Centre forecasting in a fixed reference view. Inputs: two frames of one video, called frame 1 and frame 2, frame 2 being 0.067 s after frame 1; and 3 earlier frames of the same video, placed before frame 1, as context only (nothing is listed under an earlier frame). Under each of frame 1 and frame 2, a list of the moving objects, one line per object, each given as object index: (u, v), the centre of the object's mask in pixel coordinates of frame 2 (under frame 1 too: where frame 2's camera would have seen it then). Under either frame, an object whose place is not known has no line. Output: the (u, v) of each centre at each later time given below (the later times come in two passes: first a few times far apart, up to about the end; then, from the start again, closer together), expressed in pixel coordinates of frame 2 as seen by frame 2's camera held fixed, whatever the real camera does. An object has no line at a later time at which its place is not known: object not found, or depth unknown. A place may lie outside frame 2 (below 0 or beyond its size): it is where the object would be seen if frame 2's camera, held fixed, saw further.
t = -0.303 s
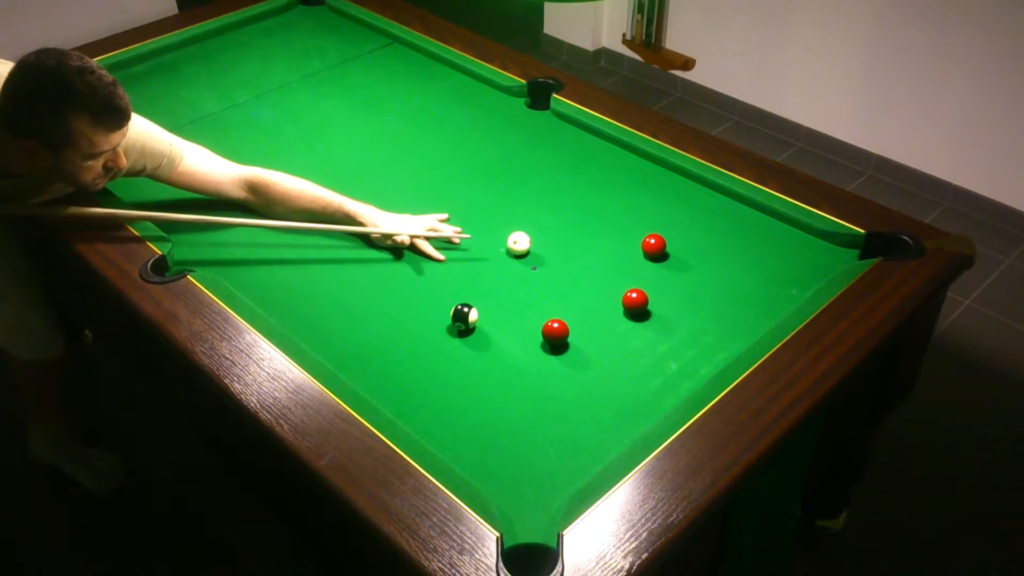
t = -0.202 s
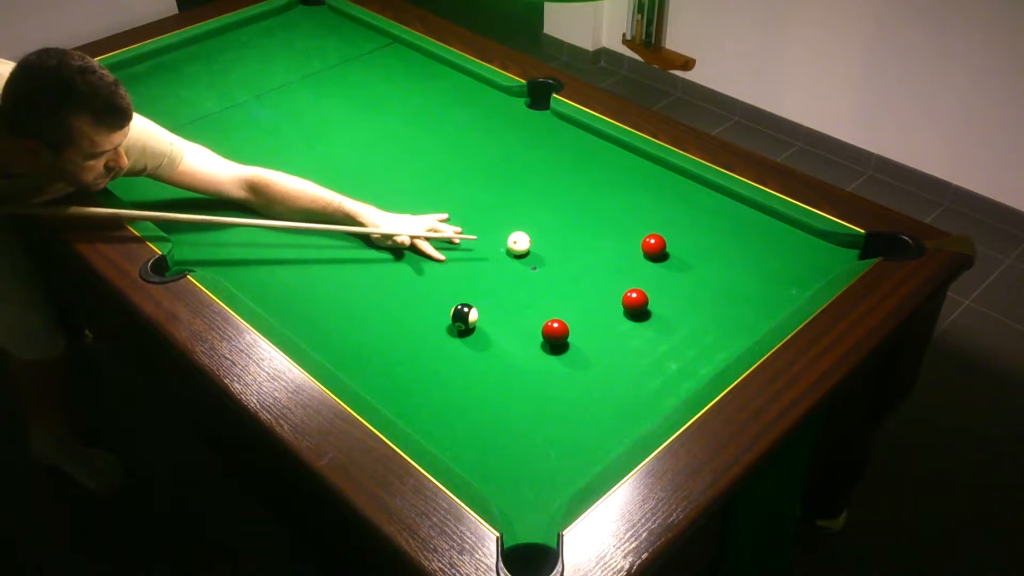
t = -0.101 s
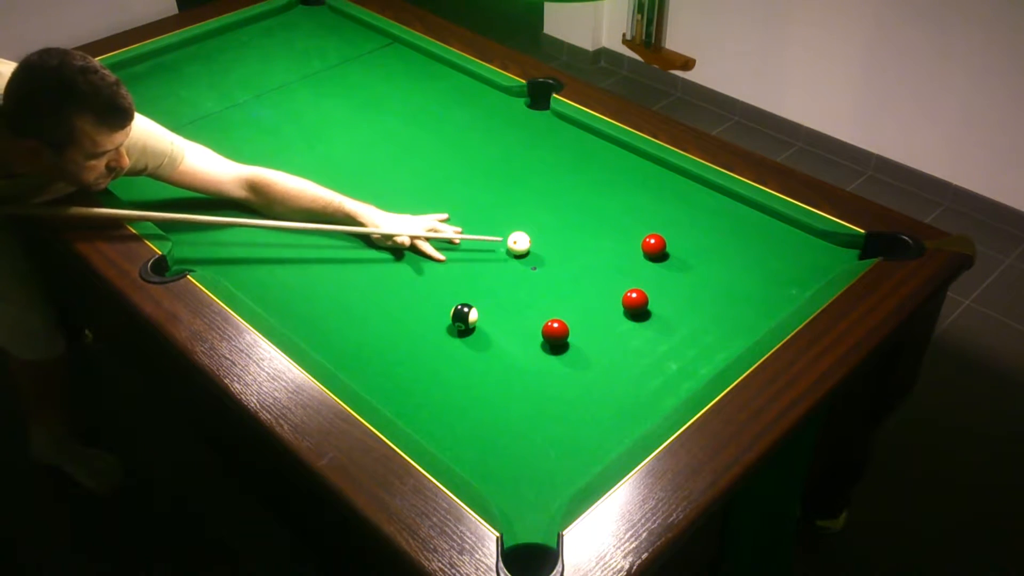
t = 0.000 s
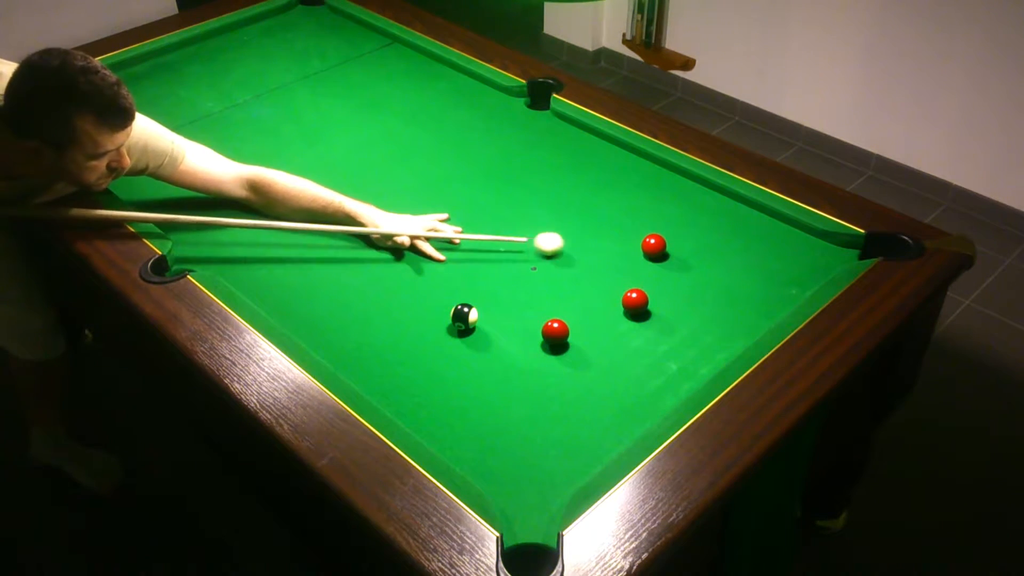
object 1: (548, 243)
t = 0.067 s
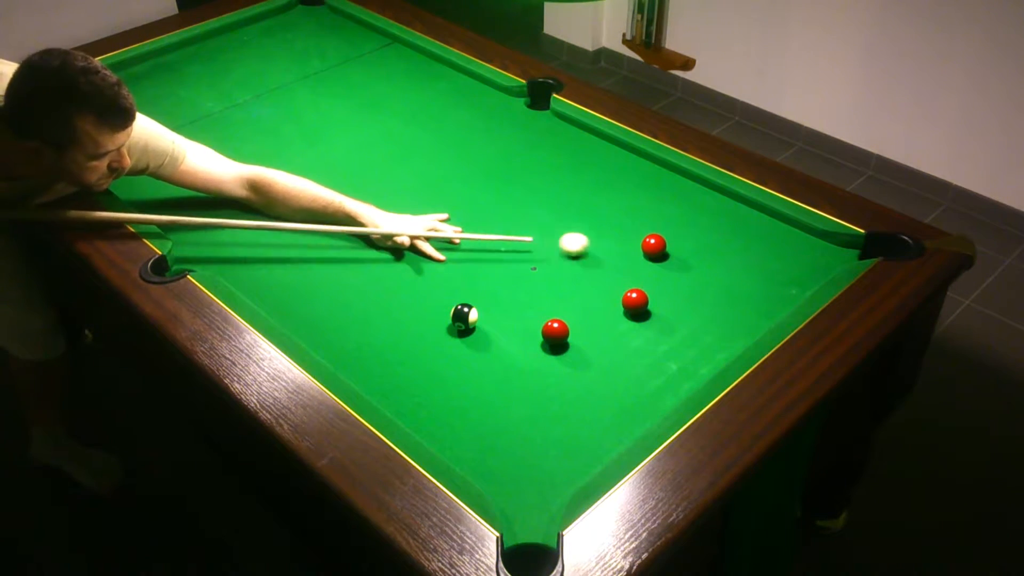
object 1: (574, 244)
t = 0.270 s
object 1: (629, 246)
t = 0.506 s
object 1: (639, 246)
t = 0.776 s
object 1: (648, 246)
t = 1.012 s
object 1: (654, 246)
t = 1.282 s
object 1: (656, 246)
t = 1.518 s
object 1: (657, 247)
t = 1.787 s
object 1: (656, 247)
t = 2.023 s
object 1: (656, 247)
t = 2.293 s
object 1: (656, 247)
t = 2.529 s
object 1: (656, 247)
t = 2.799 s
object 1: (656, 247)
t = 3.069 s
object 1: (656, 247)
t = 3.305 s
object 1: (656, 247)
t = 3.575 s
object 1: (656, 247)
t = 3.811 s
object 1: (656, 247)
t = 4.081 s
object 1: (656, 247)
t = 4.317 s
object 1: (656, 247)
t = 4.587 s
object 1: (656, 247)
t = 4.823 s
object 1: (656, 247)
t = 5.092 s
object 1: (656, 247)
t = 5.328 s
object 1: (656, 247)
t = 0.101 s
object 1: (586, 244)
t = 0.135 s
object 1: (599, 245)
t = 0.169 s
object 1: (611, 245)
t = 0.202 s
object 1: (623, 245)
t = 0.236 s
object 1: (629, 246)
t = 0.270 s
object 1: (629, 246)
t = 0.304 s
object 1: (630, 246)
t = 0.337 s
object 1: (631, 246)
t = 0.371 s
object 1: (633, 246)
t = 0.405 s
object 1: (635, 246)
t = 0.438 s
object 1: (636, 246)
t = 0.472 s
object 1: (637, 246)
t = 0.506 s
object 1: (639, 246)
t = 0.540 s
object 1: (640, 246)
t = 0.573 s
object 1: (642, 246)
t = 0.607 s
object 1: (643, 246)
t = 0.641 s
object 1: (644, 246)
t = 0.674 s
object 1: (645, 246)
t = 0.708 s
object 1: (646, 246)
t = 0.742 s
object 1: (647, 246)
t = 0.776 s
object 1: (648, 246)
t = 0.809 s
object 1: (649, 246)
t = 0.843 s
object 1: (650, 246)
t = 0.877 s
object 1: (651, 246)
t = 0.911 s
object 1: (651, 246)
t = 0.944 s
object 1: (652, 246)
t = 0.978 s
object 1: (653, 246)
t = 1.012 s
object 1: (654, 246)
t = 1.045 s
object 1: (654, 246)
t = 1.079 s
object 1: (655, 246)
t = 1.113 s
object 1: (655, 246)
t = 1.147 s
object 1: (655, 246)
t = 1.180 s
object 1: (656, 246)
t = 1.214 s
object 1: (656, 246)
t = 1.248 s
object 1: (656, 246)
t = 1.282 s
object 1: (656, 246)
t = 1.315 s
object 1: (656, 246)
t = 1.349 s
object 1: (656, 247)
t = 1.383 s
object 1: (656, 247)
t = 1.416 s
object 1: (656, 247)
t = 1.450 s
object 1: (656, 247)
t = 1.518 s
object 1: (657, 247)
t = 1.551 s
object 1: (656, 247)
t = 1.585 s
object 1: (656, 247)
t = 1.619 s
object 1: (656, 247)
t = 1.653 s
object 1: (656, 247)
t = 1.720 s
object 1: (656, 247)
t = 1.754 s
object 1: (656, 247)
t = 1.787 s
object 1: (656, 247)
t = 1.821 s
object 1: (656, 247)
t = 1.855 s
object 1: (656, 247)
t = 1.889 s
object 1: (656, 247)
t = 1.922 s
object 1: (656, 247)
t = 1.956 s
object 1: (656, 247)
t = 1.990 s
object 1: (656, 247)
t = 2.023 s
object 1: (656, 247)
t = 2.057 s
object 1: (656, 247)
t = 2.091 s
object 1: (656, 247)
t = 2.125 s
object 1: (656, 247)
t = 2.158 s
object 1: (656, 247)
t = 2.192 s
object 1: (656, 247)
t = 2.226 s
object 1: (656, 247)
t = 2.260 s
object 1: (656, 247)
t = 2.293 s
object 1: (656, 247)
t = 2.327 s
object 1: (656, 247)
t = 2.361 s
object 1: (656, 247)
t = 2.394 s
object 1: (656, 247)
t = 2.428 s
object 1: (656, 247)
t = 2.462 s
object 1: (656, 247)
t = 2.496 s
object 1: (656, 247)
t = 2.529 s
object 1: (656, 247)
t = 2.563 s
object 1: (656, 247)
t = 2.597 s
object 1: (656, 247)
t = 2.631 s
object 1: (656, 247)
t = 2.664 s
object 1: (656, 247)
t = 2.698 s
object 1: (656, 247)
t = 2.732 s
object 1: (656, 247)
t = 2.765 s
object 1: (656, 247)
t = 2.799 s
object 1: (656, 247)
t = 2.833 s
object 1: (656, 247)
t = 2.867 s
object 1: (656, 247)
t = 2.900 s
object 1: (656, 247)
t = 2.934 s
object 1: (656, 247)
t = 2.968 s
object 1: (656, 247)
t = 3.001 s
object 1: (656, 247)
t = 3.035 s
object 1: (656, 247)
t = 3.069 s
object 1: (656, 247)
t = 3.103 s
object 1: (656, 247)
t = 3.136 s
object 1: (656, 247)
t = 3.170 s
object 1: (656, 247)
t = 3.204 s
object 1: (656, 247)
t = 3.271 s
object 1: (656, 247)
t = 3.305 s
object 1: (656, 247)
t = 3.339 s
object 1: (656, 247)
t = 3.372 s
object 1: (656, 247)
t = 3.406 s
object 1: (656, 247)
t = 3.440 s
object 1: (656, 247)
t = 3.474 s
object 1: (656, 247)
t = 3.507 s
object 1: (656, 247)
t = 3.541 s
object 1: (656, 247)
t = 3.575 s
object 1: (656, 247)
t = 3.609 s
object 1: (656, 247)
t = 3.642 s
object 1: (656, 247)
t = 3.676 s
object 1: (657, 247)
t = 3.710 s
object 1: (657, 247)
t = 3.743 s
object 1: (656, 247)
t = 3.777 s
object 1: (656, 247)
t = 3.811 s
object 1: (656, 247)
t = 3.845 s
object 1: (656, 247)
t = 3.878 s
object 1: (656, 247)
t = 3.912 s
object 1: (656, 247)
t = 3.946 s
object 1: (656, 247)
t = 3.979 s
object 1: (656, 247)
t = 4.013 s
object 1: (656, 247)
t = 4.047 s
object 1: (656, 247)
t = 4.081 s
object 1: (656, 247)
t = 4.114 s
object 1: (656, 247)
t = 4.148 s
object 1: (656, 247)
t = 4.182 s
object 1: (656, 247)
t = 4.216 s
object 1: (656, 247)
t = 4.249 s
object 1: (656, 247)
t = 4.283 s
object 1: (656, 247)
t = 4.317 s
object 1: (656, 247)
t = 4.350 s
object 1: (656, 247)
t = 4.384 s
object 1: (656, 247)
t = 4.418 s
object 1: (656, 247)
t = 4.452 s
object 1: (656, 247)
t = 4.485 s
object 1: (656, 247)
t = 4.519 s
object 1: (656, 247)
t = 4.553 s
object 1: (656, 247)
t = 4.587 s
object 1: (656, 247)
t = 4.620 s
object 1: (656, 247)
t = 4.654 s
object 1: (656, 247)
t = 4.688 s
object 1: (657, 246)
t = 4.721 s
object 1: (656, 247)
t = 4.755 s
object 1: (656, 247)
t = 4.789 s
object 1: (657, 246)
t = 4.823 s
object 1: (656, 247)
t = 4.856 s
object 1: (656, 247)
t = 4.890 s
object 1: (656, 247)
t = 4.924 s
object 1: (656, 247)
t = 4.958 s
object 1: (656, 247)
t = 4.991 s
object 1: (656, 247)
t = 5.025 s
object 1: (656, 247)
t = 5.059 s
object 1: (656, 247)
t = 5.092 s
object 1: (656, 247)
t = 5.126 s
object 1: (656, 247)
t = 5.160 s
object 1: (656, 247)
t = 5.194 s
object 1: (656, 247)
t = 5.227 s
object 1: (656, 247)
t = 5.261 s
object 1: (656, 247)
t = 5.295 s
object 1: (656, 247)
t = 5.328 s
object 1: (656, 247)
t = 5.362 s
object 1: (656, 247)
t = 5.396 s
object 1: (656, 247)
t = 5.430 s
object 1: (656, 247)
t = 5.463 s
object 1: (657, 247)
